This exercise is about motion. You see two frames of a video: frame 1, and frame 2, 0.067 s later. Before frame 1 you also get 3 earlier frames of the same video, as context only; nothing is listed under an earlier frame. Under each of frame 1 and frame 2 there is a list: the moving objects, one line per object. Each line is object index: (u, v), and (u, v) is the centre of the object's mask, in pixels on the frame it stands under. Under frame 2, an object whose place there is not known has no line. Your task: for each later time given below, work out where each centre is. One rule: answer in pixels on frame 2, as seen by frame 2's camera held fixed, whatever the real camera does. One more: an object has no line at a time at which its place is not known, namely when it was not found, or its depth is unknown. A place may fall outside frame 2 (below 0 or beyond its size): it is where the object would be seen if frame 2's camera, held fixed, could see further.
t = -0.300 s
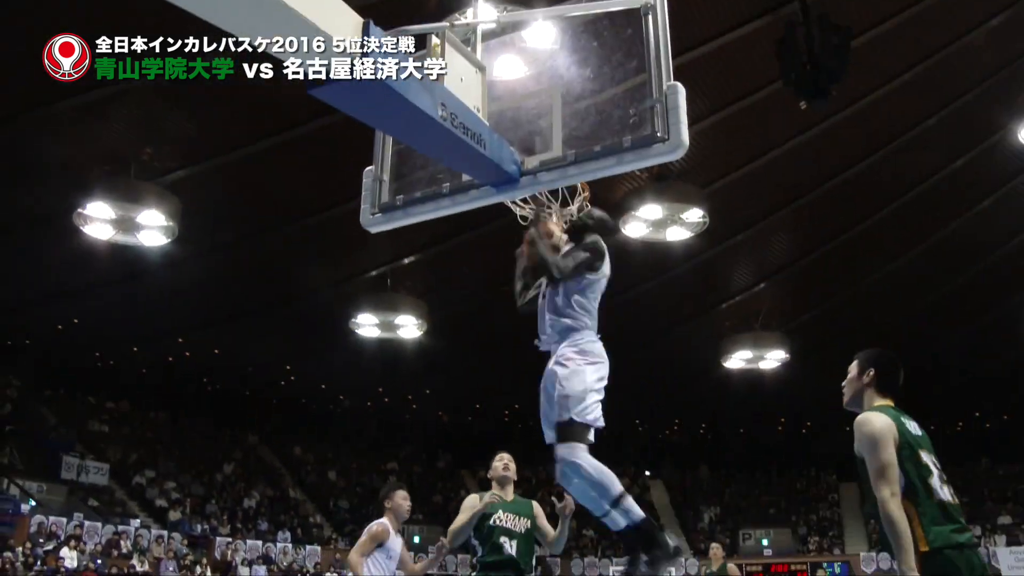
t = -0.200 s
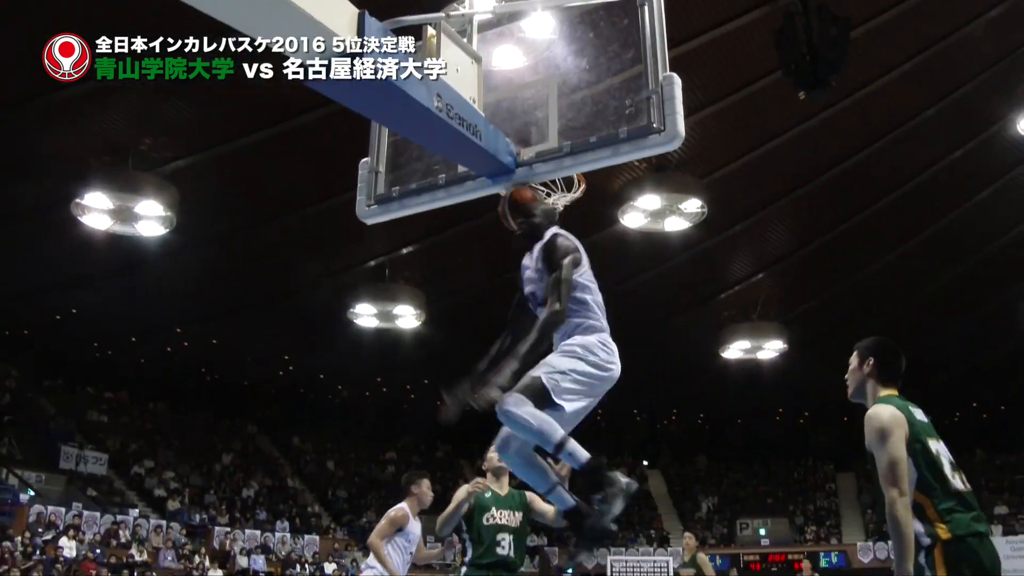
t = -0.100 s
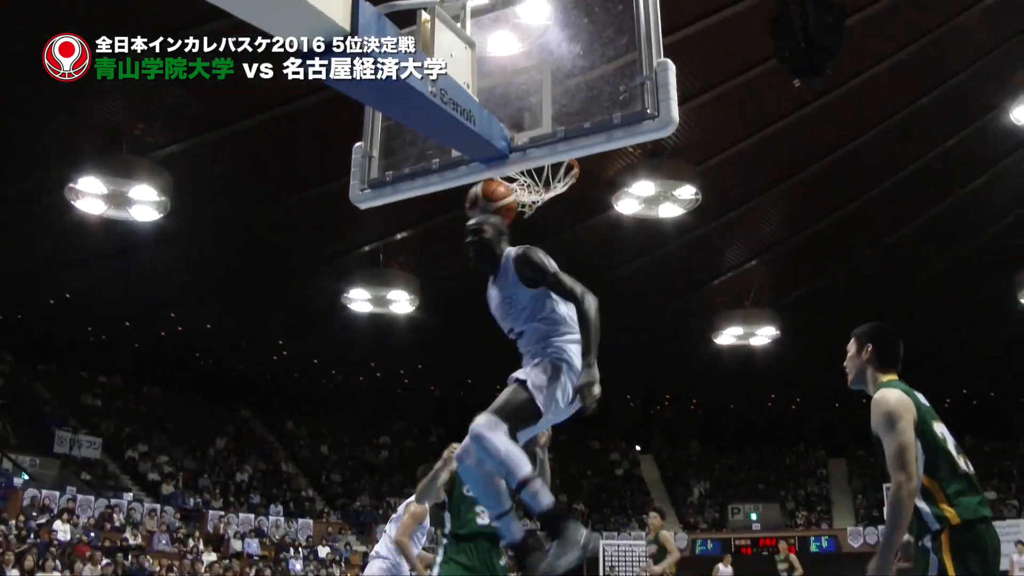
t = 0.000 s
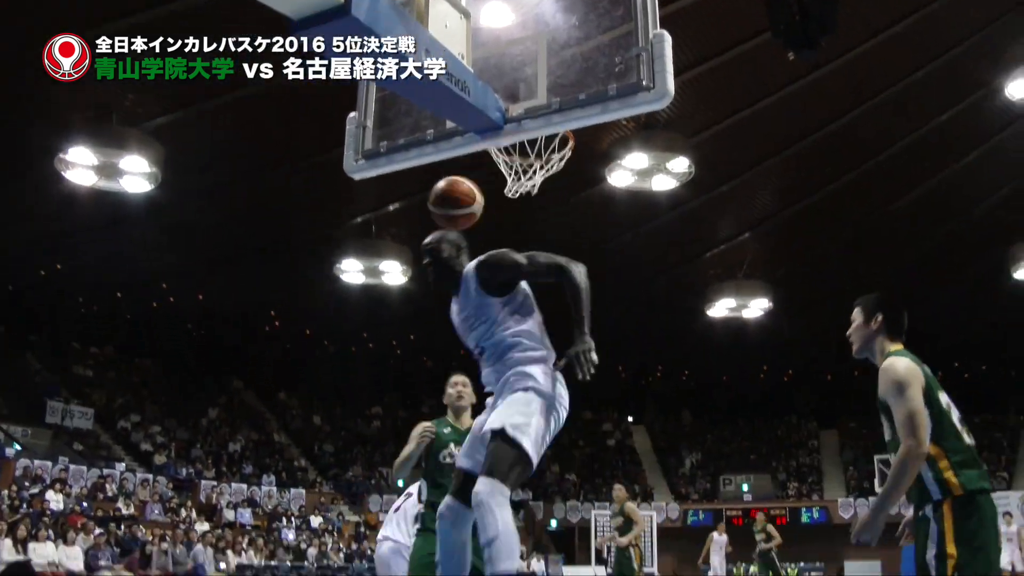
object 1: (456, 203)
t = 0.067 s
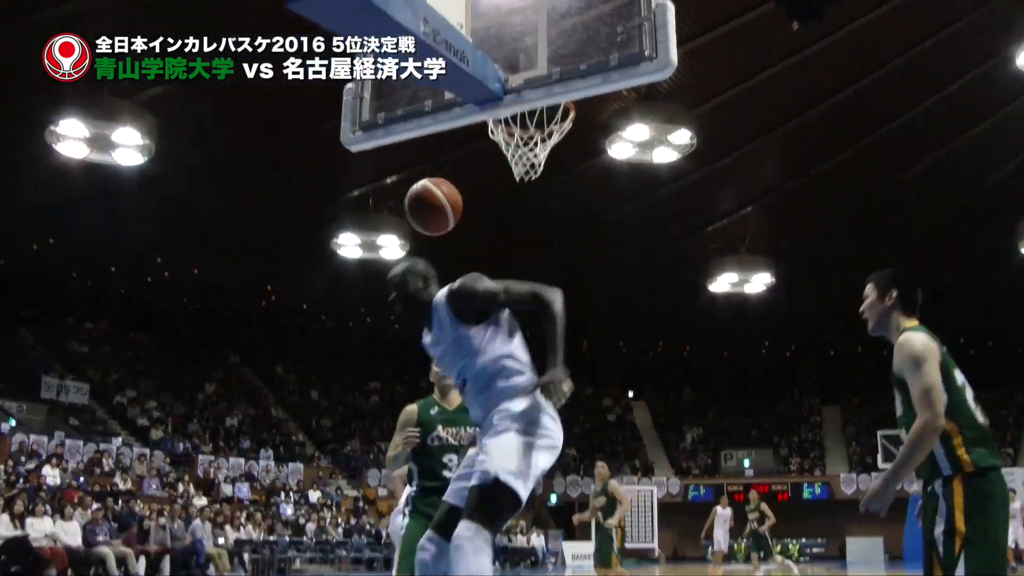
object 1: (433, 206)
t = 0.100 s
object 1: (419, 222)
